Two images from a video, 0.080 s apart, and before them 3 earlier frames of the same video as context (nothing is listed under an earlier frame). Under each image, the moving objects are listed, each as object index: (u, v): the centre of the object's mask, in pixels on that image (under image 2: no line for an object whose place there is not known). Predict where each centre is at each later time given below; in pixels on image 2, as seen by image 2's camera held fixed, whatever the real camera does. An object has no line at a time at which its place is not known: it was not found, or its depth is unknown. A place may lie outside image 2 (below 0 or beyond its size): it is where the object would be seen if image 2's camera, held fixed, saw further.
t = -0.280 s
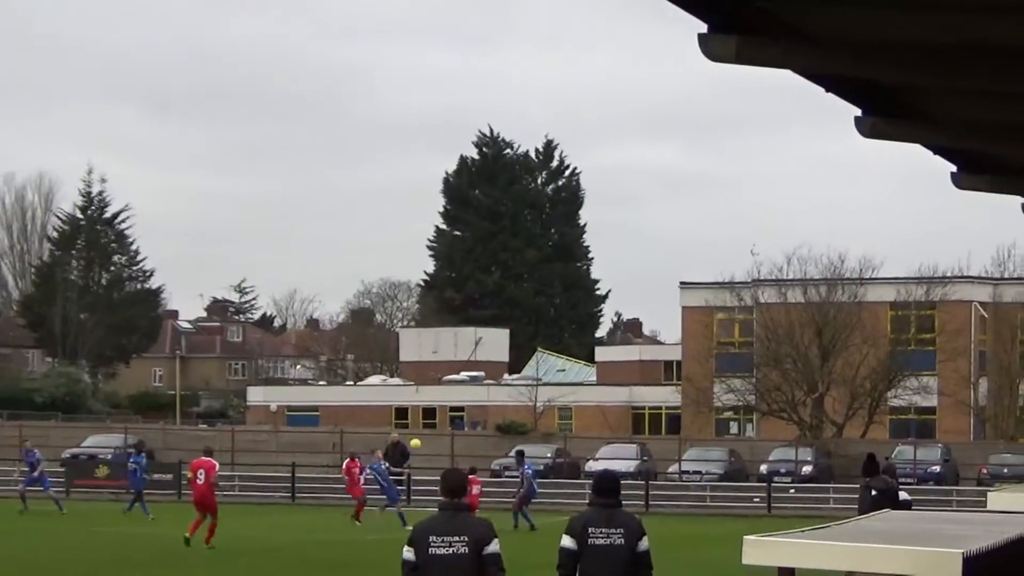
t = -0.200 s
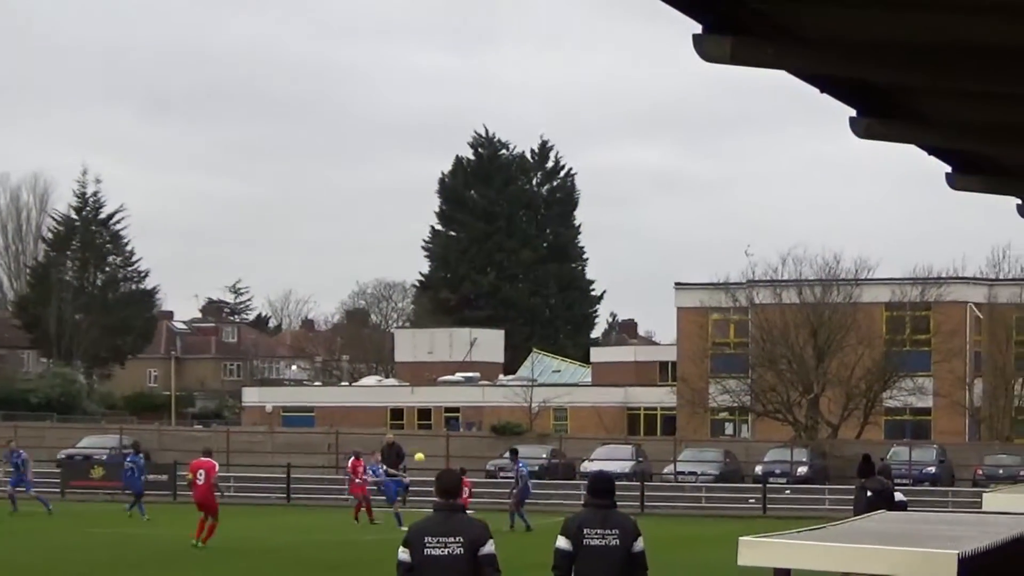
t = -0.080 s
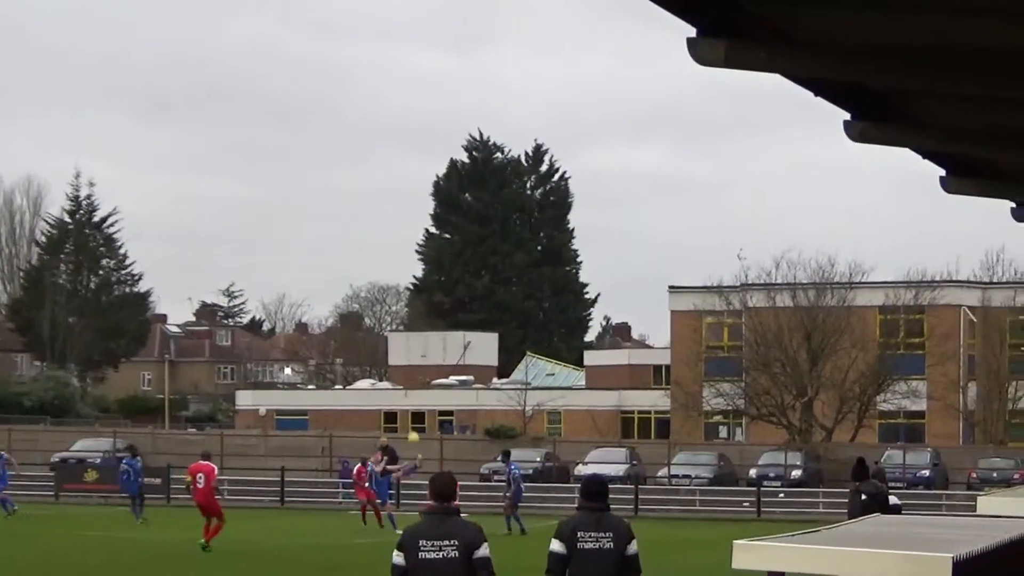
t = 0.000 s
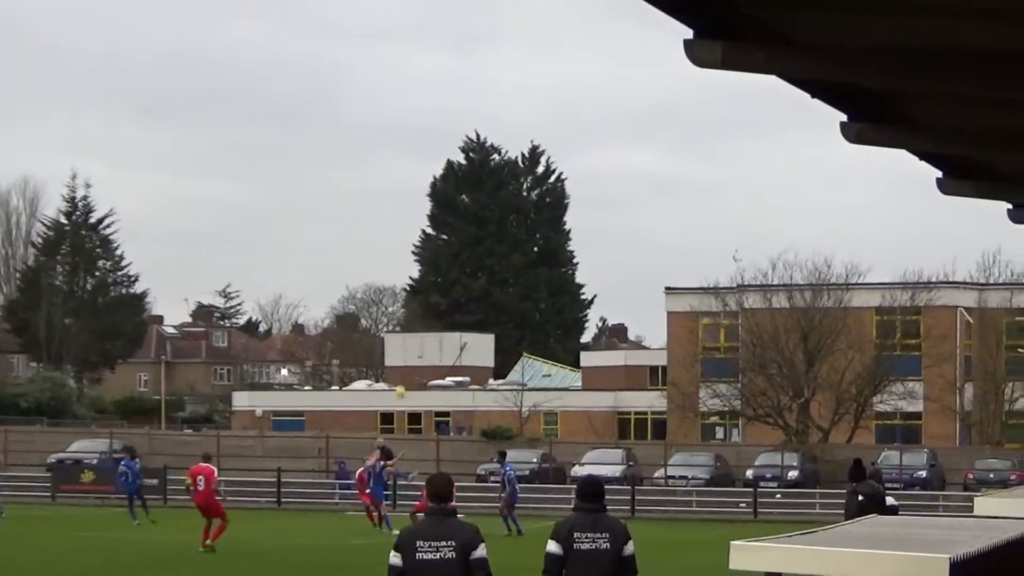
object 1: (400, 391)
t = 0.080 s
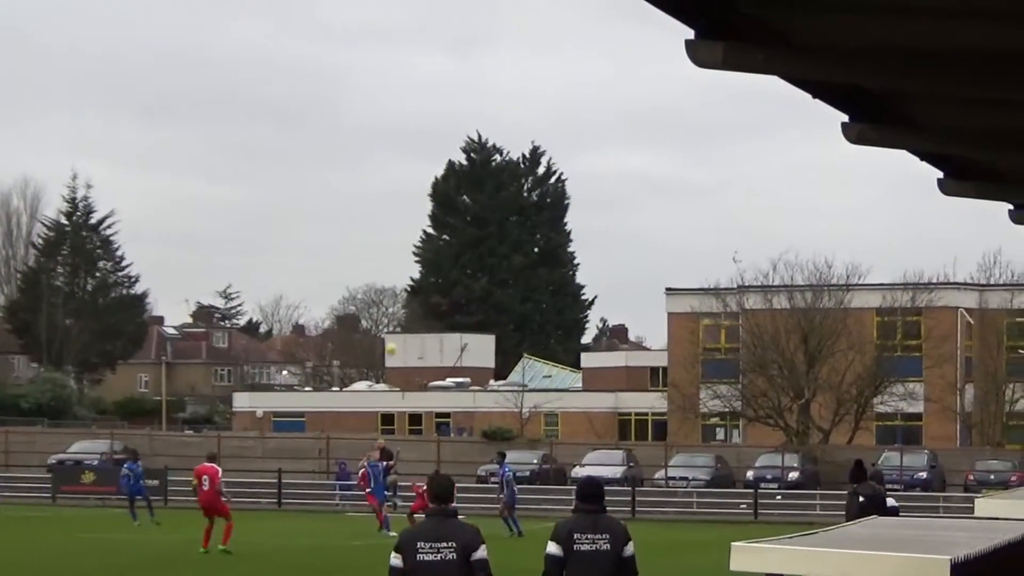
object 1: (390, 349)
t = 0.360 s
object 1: (356, 215)
